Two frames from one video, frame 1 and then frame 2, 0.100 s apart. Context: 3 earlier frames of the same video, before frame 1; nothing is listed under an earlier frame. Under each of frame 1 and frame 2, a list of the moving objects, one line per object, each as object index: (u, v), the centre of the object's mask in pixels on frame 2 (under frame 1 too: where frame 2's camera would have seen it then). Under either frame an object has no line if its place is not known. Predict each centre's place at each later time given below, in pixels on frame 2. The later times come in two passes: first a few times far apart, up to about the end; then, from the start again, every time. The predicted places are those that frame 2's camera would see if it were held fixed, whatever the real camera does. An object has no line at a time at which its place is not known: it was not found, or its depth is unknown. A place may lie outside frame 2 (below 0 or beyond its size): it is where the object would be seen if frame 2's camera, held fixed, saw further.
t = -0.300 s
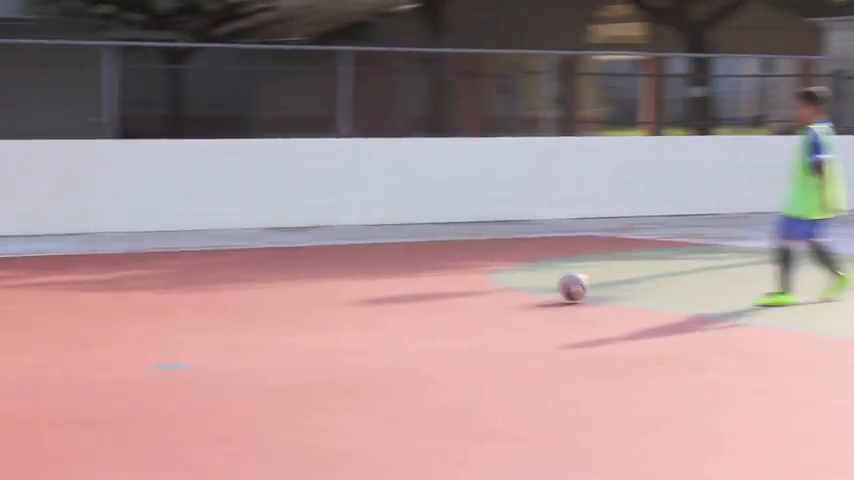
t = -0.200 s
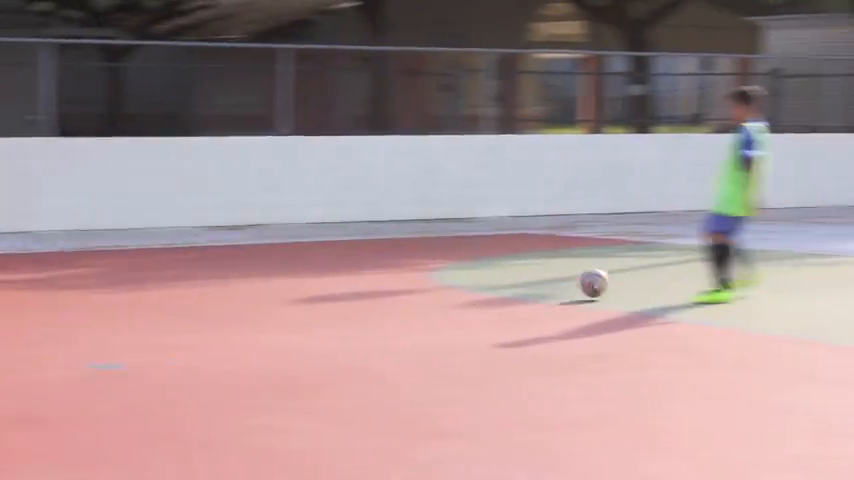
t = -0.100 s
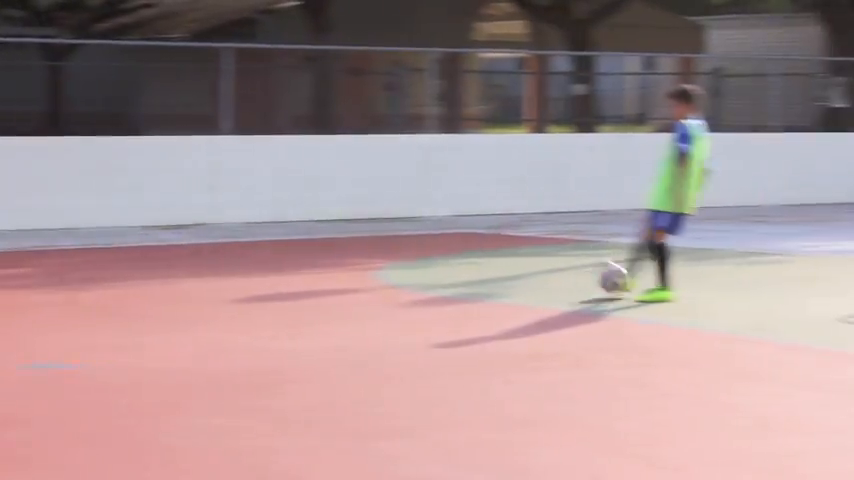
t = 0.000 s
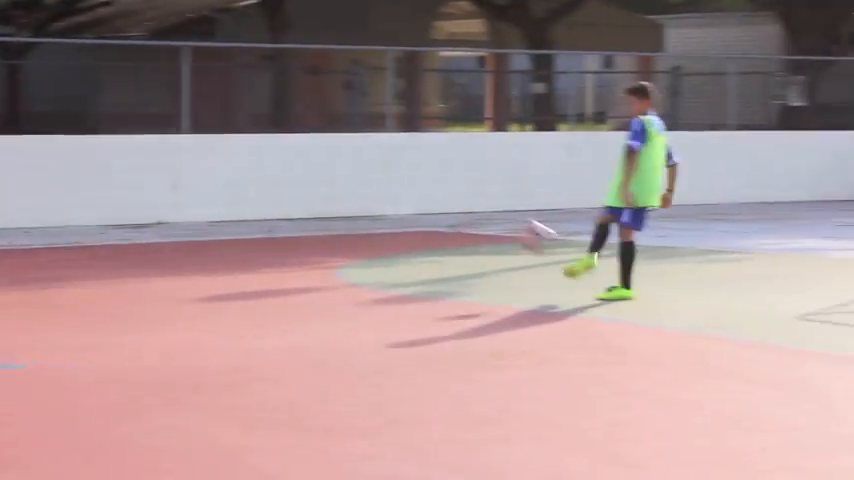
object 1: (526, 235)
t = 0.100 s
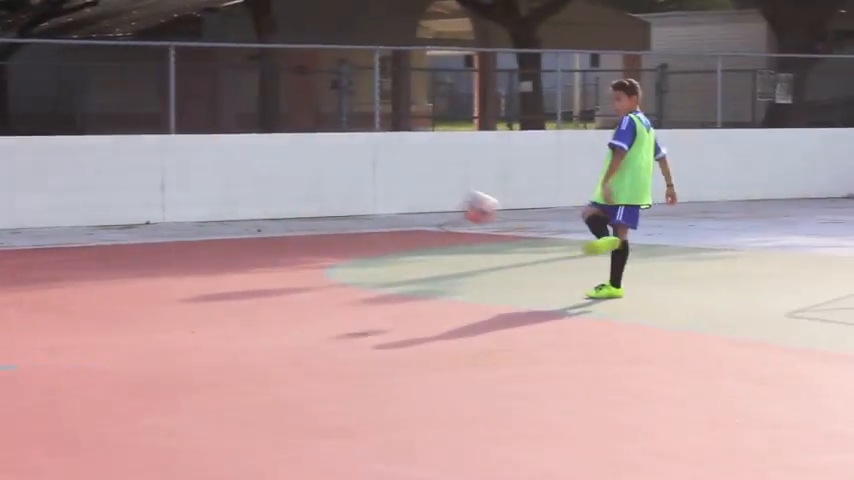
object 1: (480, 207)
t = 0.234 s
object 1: (418, 191)
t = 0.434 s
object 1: (308, 217)
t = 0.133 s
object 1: (463, 201)
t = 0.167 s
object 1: (449, 196)
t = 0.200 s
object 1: (434, 192)
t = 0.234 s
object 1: (418, 191)
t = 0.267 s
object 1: (400, 190)
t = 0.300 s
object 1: (382, 191)
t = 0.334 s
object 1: (364, 195)
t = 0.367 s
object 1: (346, 200)
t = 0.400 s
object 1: (327, 208)
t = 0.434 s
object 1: (308, 217)
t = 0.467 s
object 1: (287, 229)
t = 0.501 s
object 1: (266, 244)
